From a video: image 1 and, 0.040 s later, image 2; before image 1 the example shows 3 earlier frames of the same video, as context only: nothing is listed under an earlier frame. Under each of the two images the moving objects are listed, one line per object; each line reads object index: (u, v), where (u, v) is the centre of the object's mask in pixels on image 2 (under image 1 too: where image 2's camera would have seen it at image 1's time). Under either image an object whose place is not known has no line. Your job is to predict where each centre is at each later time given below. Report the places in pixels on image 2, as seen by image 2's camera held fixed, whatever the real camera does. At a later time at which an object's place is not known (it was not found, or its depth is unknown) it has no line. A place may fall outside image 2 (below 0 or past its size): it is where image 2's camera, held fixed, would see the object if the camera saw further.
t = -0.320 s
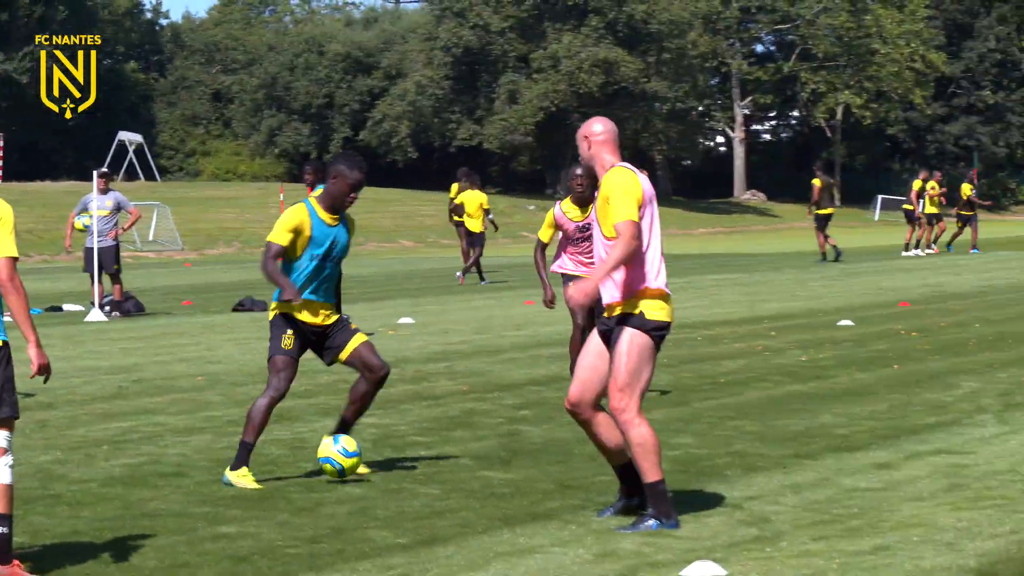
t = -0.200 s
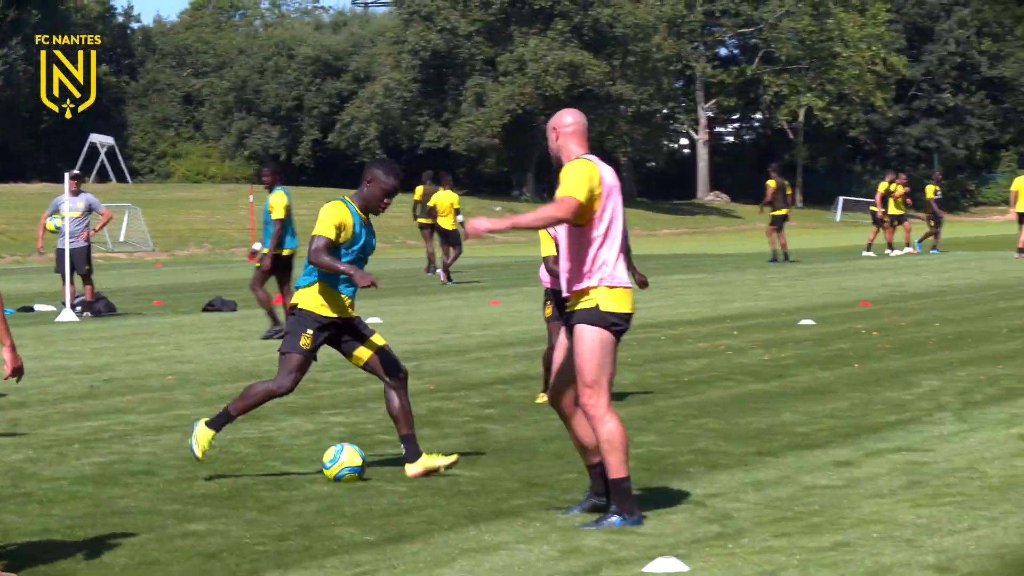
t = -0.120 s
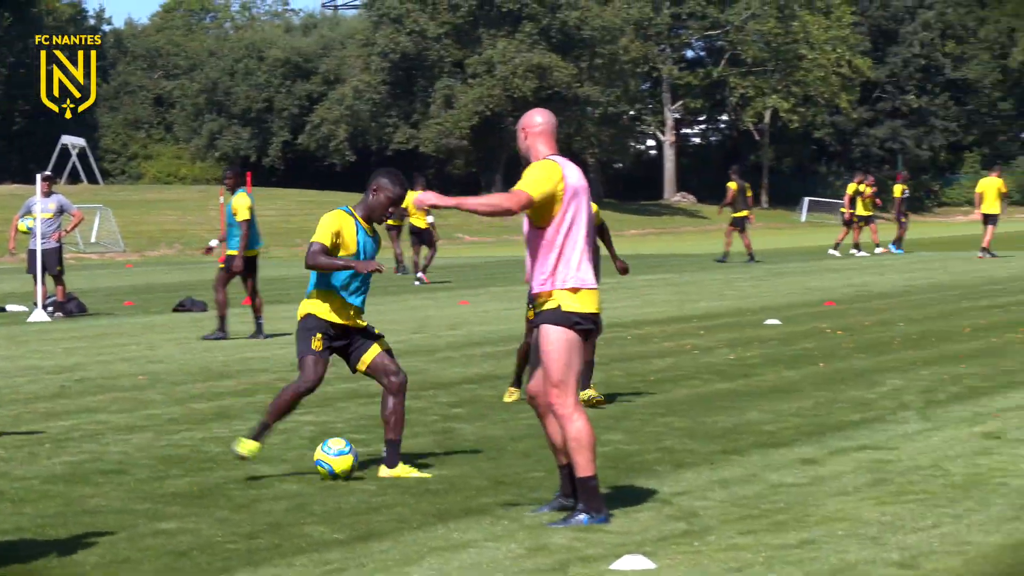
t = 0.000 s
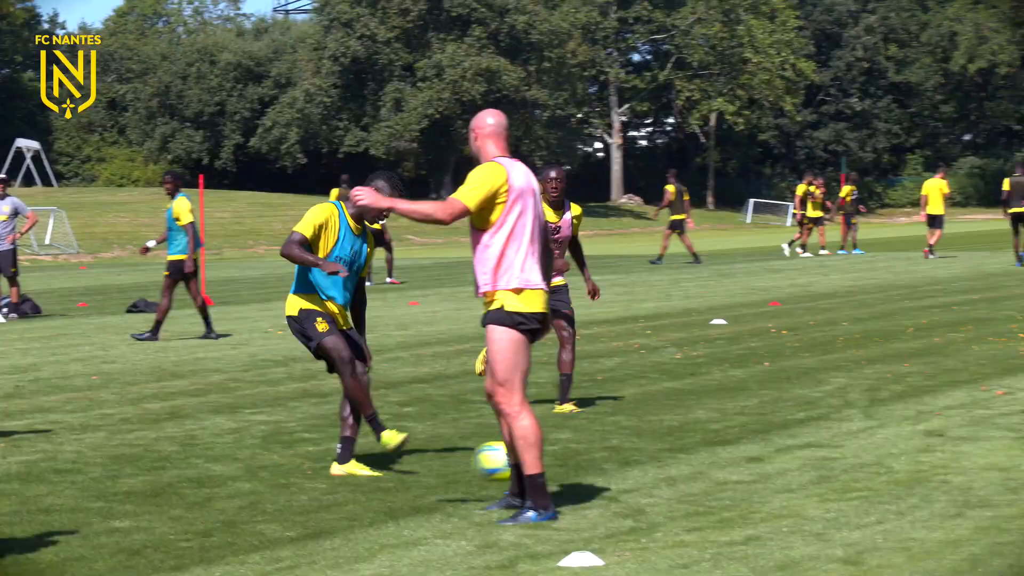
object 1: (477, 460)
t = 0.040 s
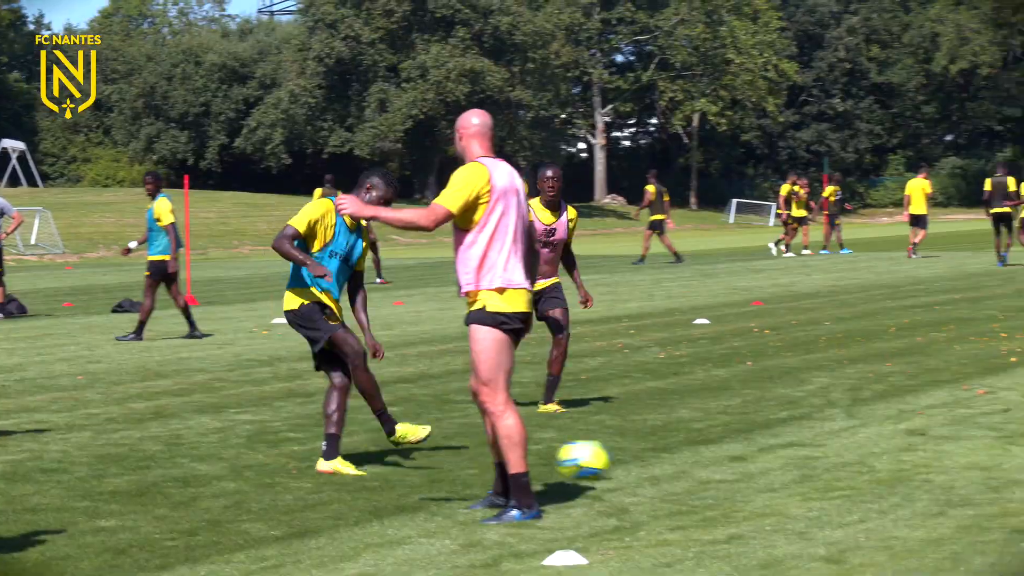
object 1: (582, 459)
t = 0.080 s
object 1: (680, 460)
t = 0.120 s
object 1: (774, 463)
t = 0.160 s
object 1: (870, 465)
